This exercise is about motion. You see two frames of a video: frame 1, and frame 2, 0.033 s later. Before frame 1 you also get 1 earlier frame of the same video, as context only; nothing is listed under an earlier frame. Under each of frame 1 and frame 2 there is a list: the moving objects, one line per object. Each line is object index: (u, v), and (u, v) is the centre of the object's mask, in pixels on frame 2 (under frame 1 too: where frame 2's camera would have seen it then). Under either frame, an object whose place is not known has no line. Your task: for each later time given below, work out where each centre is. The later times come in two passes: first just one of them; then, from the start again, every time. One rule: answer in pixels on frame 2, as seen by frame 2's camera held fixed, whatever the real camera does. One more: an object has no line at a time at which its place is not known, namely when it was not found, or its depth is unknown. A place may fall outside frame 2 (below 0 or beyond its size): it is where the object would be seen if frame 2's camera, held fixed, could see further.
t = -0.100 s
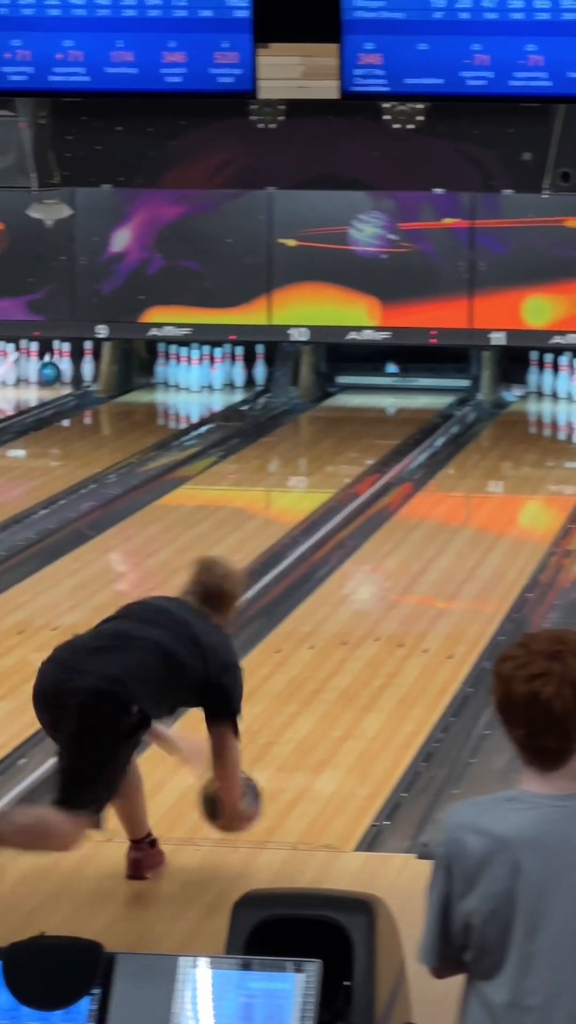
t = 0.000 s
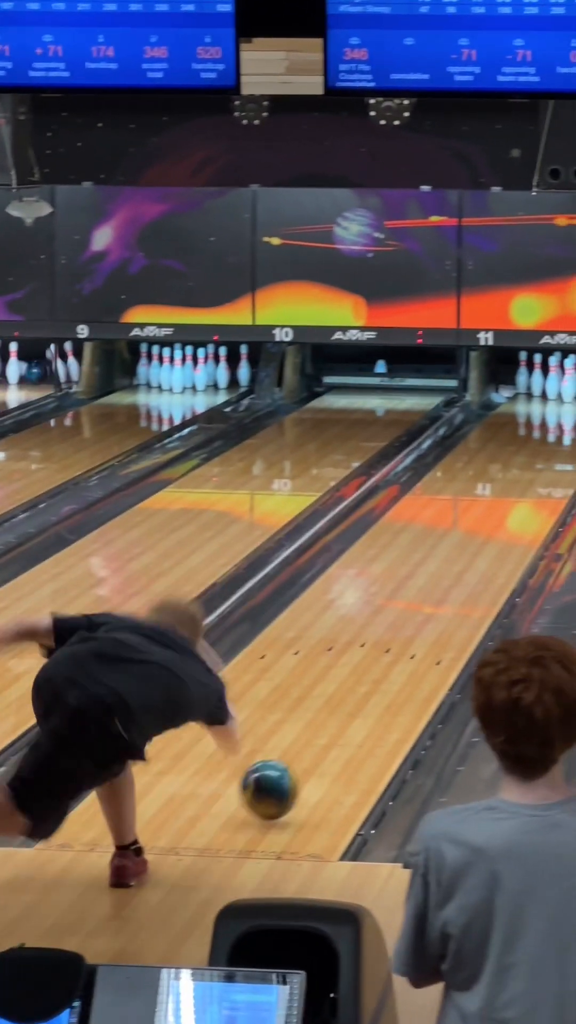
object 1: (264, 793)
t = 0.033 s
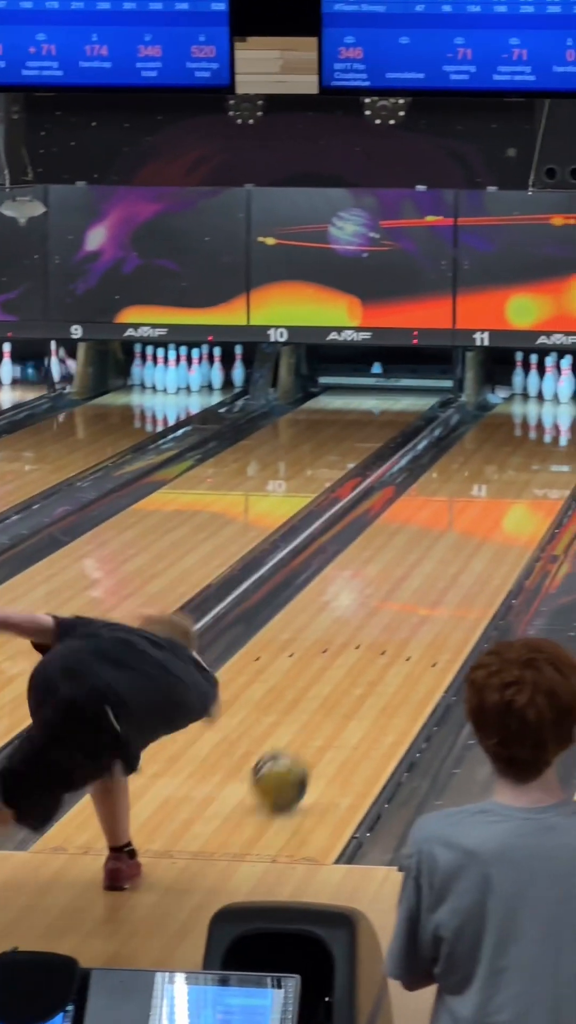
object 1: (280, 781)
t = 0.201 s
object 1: (347, 707)
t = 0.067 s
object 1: (295, 762)
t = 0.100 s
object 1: (310, 749)
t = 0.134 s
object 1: (322, 735)
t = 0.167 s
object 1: (336, 721)
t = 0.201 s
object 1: (347, 707)
